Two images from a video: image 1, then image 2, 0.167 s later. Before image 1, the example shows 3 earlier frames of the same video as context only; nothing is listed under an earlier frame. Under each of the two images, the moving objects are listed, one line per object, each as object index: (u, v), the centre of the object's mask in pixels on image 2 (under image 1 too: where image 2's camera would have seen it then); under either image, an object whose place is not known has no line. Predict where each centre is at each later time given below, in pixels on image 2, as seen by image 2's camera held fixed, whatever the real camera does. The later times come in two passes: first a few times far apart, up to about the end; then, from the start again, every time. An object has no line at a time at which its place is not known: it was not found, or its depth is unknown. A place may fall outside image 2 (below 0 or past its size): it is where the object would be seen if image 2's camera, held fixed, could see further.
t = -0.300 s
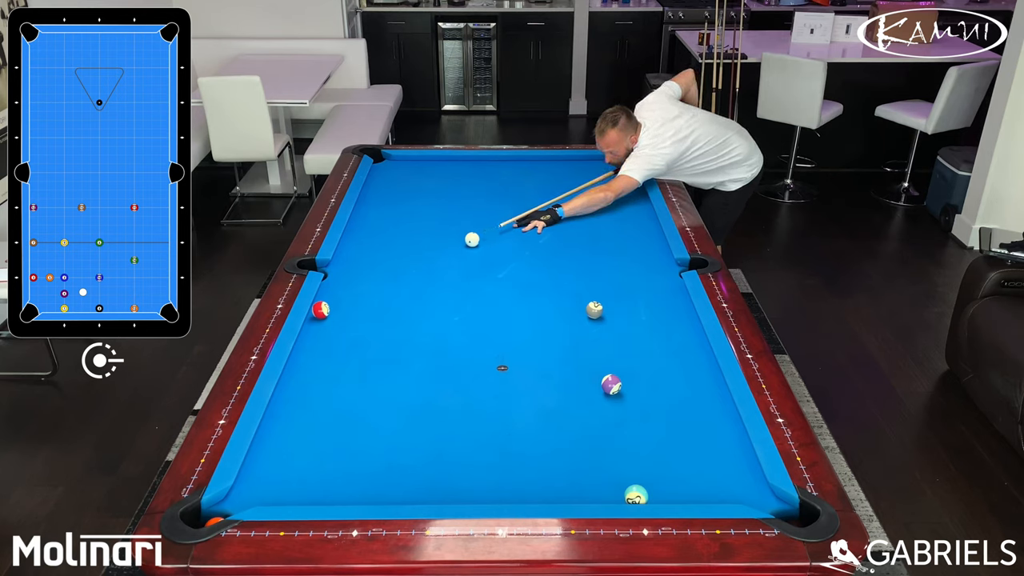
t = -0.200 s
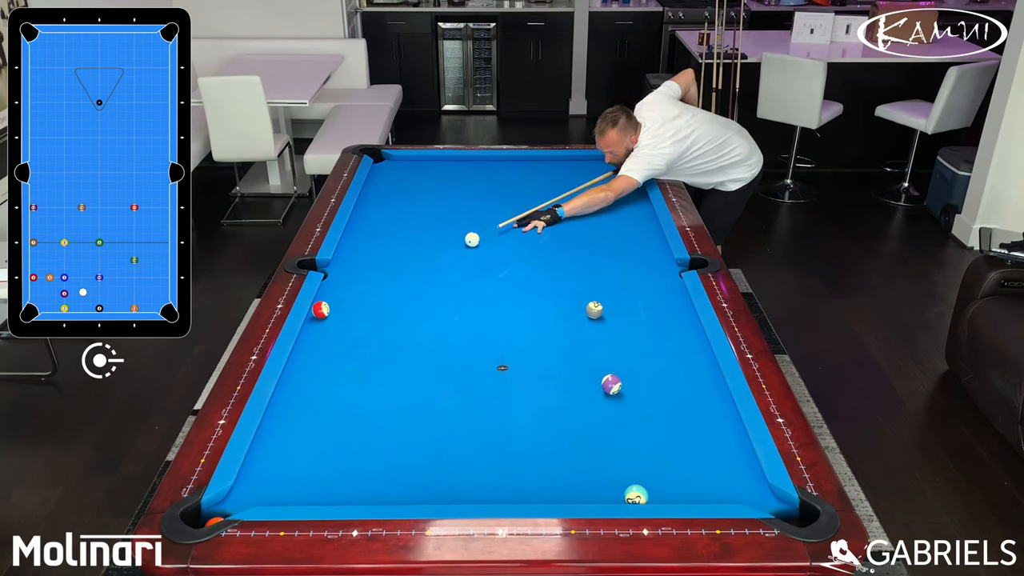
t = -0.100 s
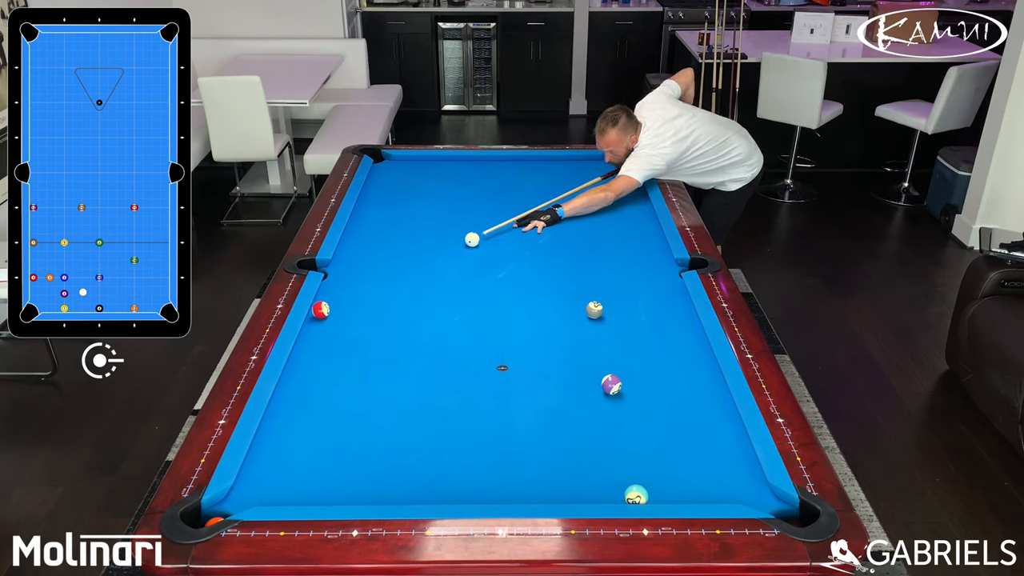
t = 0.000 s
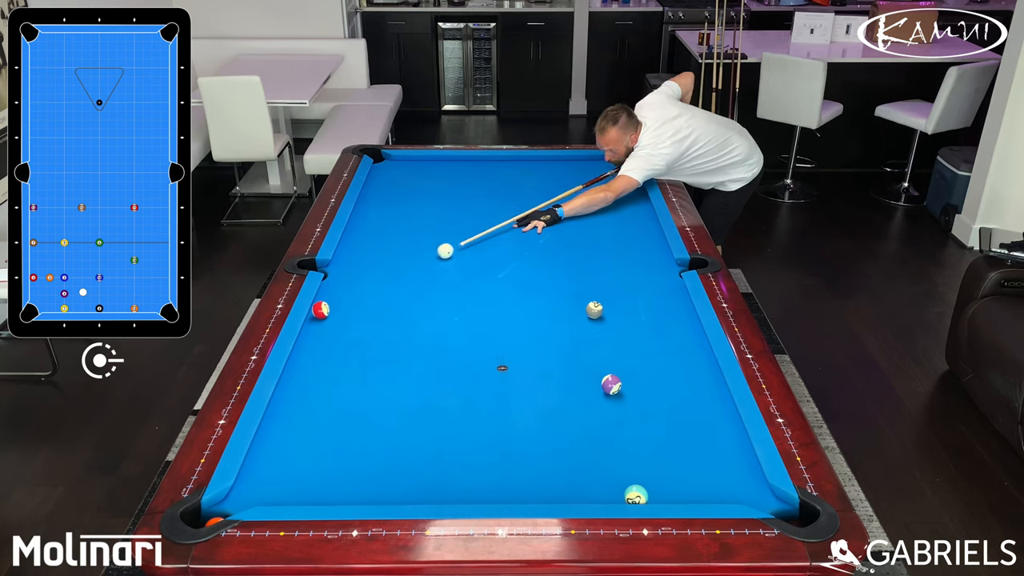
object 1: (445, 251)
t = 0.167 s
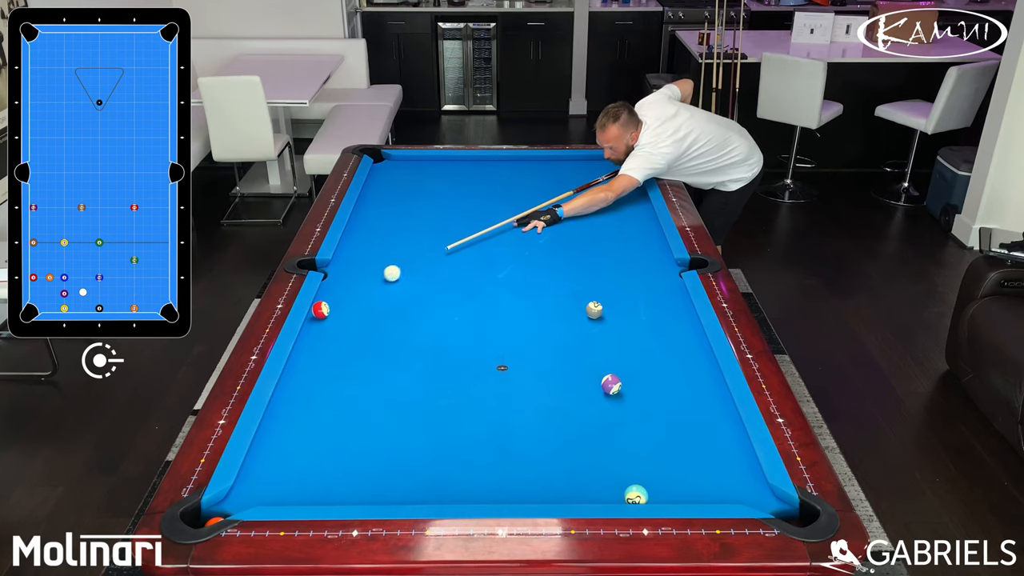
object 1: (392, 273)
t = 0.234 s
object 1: (372, 282)
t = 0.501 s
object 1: (340, 300)
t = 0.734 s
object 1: (374, 299)
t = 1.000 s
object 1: (411, 299)
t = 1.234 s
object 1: (442, 298)
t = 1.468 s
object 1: (470, 298)
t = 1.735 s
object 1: (502, 297)
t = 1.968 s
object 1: (527, 296)
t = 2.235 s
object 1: (555, 296)
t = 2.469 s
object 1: (577, 295)
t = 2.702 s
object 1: (598, 295)
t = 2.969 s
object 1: (620, 294)
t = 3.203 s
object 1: (638, 294)
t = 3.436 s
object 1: (654, 294)
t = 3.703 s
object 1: (671, 294)
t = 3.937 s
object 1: (677, 294)
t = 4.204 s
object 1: (669, 294)
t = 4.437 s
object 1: (662, 294)
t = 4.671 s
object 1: (657, 294)
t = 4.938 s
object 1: (654, 294)
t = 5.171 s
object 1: (651, 295)
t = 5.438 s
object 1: (650, 294)
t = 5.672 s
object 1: (651, 294)
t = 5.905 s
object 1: (651, 294)
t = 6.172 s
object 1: (650, 294)
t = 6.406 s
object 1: (650, 295)
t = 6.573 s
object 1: (651, 294)
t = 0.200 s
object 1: (382, 278)
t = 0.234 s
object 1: (372, 282)
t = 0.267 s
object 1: (362, 286)
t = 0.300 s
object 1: (351, 290)
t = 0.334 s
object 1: (341, 294)
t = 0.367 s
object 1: (331, 298)
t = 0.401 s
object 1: (321, 299)
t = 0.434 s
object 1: (328, 300)
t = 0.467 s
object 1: (334, 300)
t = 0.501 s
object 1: (340, 300)
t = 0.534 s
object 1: (345, 299)
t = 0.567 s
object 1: (350, 299)
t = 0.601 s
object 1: (355, 299)
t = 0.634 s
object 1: (360, 299)
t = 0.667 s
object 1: (365, 299)
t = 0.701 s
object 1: (369, 299)
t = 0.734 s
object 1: (374, 299)
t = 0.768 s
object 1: (379, 299)
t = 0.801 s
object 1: (384, 299)
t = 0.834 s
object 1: (388, 299)
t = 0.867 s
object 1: (393, 299)
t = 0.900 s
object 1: (398, 299)
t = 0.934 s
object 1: (402, 299)
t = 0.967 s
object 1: (407, 299)
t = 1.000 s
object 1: (411, 299)
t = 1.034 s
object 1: (416, 298)
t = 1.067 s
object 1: (420, 298)
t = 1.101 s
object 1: (424, 298)
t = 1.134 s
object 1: (429, 298)
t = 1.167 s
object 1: (433, 298)
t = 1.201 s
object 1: (437, 298)
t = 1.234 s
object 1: (442, 298)
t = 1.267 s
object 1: (446, 298)
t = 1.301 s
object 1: (450, 298)
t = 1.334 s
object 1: (454, 298)
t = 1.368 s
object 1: (458, 298)
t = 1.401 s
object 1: (463, 298)
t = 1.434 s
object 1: (466, 298)
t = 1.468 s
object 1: (470, 298)
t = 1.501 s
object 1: (474, 298)
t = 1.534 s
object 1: (478, 298)
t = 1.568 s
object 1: (482, 298)
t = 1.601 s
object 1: (486, 297)
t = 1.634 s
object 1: (490, 297)
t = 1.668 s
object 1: (494, 297)
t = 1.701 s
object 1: (498, 297)
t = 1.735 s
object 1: (502, 297)
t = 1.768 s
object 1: (505, 297)
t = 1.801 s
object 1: (509, 297)
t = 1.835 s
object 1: (513, 297)
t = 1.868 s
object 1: (516, 297)
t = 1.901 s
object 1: (520, 297)
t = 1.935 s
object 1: (524, 297)
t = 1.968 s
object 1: (527, 296)
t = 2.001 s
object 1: (531, 297)
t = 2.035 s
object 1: (534, 296)
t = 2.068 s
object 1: (538, 296)
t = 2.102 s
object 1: (541, 296)
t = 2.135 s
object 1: (545, 296)
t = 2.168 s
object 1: (548, 296)
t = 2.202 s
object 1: (551, 296)
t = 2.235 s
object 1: (555, 296)
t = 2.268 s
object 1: (558, 296)
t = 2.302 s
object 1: (561, 296)
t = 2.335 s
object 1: (564, 296)
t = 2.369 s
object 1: (568, 296)
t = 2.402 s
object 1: (571, 295)
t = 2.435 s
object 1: (574, 295)
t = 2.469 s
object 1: (577, 295)
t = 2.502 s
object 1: (580, 295)
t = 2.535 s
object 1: (583, 295)
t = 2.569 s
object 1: (586, 295)
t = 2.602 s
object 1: (589, 295)
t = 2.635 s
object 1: (592, 295)
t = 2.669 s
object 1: (595, 295)
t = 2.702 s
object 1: (598, 295)
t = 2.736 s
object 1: (601, 294)
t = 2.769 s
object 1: (604, 295)
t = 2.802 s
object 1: (606, 294)
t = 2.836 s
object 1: (609, 294)
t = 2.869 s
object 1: (612, 294)
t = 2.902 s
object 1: (615, 294)
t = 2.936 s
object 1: (617, 294)
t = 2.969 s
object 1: (620, 294)
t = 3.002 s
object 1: (623, 294)
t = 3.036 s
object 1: (625, 294)
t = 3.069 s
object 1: (628, 294)
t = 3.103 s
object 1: (630, 294)
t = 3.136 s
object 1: (633, 294)
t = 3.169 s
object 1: (635, 294)
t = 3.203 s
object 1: (638, 294)
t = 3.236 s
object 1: (640, 294)
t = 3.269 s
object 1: (643, 294)
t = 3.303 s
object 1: (645, 294)
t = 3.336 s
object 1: (647, 294)
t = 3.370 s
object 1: (650, 294)
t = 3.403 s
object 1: (652, 294)
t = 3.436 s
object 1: (654, 294)
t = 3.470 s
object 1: (656, 294)
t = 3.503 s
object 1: (659, 294)
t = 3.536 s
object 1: (661, 294)
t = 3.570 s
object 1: (663, 294)
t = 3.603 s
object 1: (665, 294)
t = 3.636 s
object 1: (667, 294)
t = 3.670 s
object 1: (669, 294)
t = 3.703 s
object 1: (671, 294)
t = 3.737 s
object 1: (673, 294)
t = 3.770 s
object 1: (675, 294)
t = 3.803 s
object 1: (677, 294)
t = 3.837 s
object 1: (679, 294)
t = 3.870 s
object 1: (680, 294)
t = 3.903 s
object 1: (679, 294)
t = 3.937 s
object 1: (677, 294)
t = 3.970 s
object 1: (676, 294)
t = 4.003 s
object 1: (675, 294)
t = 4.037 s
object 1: (674, 294)
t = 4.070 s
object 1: (673, 294)
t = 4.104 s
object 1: (672, 294)
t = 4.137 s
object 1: (671, 294)
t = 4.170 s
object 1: (670, 294)
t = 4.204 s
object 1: (669, 294)
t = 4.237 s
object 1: (668, 294)
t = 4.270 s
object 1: (667, 294)
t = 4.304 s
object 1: (666, 294)
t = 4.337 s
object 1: (665, 294)
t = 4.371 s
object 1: (664, 294)
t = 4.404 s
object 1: (663, 294)
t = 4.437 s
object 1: (662, 294)
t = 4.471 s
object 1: (662, 294)
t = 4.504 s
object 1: (661, 294)
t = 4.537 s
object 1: (660, 294)
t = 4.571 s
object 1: (659, 294)
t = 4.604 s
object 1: (659, 294)
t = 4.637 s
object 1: (658, 294)
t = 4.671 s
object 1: (657, 294)
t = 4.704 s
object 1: (657, 294)
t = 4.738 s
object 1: (656, 294)
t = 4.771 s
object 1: (656, 294)
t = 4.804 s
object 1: (655, 294)
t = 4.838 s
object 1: (655, 294)
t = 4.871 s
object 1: (654, 294)
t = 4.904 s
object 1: (654, 294)
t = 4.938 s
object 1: (654, 294)
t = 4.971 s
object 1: (653, 294)
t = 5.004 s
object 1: (653, 294)
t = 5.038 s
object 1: (653, 294)
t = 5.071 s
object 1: (652, 294)
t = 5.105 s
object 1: (652, 294)
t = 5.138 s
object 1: (652, 294)
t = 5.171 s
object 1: (651, 295)
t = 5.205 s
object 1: (651, 295)
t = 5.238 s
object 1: (651, 295)
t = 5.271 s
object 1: (651, 295)
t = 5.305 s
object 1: (650, 294)
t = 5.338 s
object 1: (650, 294)
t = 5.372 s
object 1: (650, 295)
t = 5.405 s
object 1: (650, 294)
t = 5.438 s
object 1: (650, 294)
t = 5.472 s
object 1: (650, 294)
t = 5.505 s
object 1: (650, 294)
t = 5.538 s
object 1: (650, 294)
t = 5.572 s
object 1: (650, 294)
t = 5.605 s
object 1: (650, 294)
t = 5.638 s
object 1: (650, 294)
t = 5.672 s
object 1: (651, 294)
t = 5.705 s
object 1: (651, 294)
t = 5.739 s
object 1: (651, 294)
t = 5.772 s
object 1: (651, 294)
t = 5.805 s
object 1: (651, 294)
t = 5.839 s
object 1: (651, 294)
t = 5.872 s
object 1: (651, 294)
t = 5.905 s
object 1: (651, 294)
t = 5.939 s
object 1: (651, 294)
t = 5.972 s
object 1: (651, 294)
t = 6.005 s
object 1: (651, 294)
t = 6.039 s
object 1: (651, 294)
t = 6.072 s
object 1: (651, 294)
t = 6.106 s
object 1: (650, 294)
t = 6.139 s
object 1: (651, 294)
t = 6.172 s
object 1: (650, 294)
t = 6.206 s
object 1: (651, 295)
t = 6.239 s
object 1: (651, 294)
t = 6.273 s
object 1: (651, 294)
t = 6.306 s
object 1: (650, 294)
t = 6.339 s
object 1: (650, 294)
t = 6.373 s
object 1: (651, 294)
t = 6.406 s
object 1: (650, 295)
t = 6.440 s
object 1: (651, 294)
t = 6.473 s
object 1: (651, 295)
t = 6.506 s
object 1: (650, 295)
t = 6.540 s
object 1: (651, 294)
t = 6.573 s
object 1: (651, 294)
